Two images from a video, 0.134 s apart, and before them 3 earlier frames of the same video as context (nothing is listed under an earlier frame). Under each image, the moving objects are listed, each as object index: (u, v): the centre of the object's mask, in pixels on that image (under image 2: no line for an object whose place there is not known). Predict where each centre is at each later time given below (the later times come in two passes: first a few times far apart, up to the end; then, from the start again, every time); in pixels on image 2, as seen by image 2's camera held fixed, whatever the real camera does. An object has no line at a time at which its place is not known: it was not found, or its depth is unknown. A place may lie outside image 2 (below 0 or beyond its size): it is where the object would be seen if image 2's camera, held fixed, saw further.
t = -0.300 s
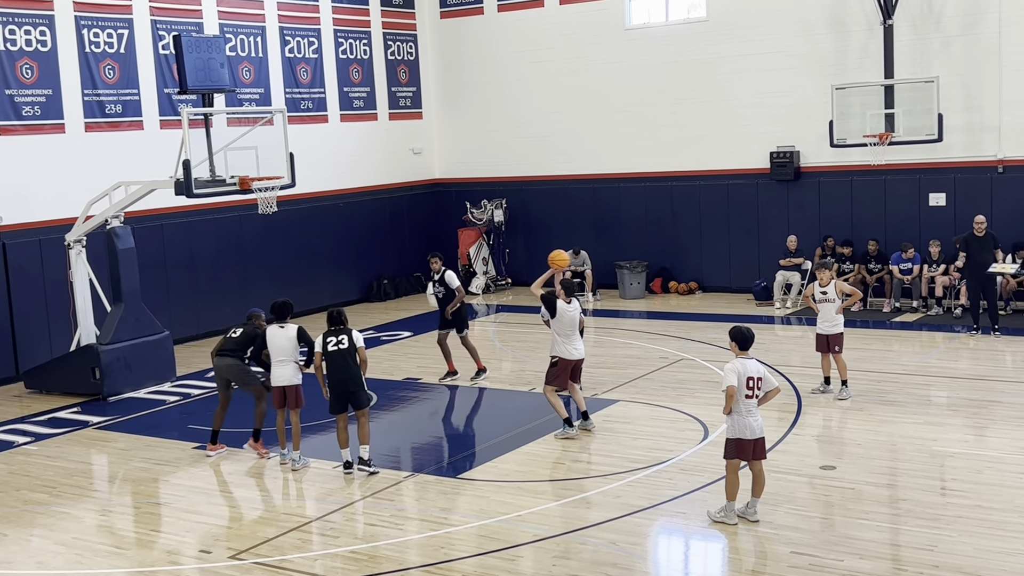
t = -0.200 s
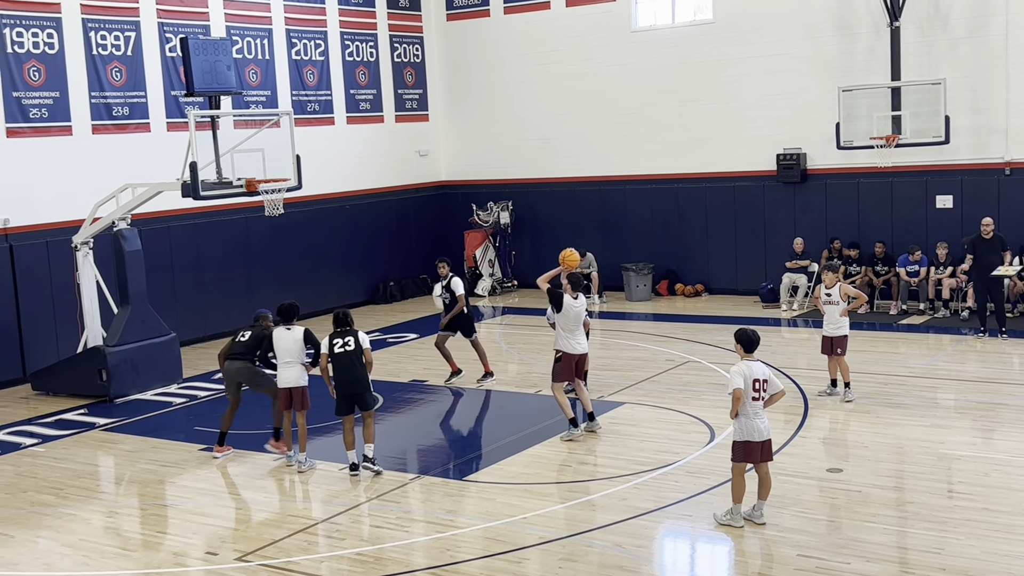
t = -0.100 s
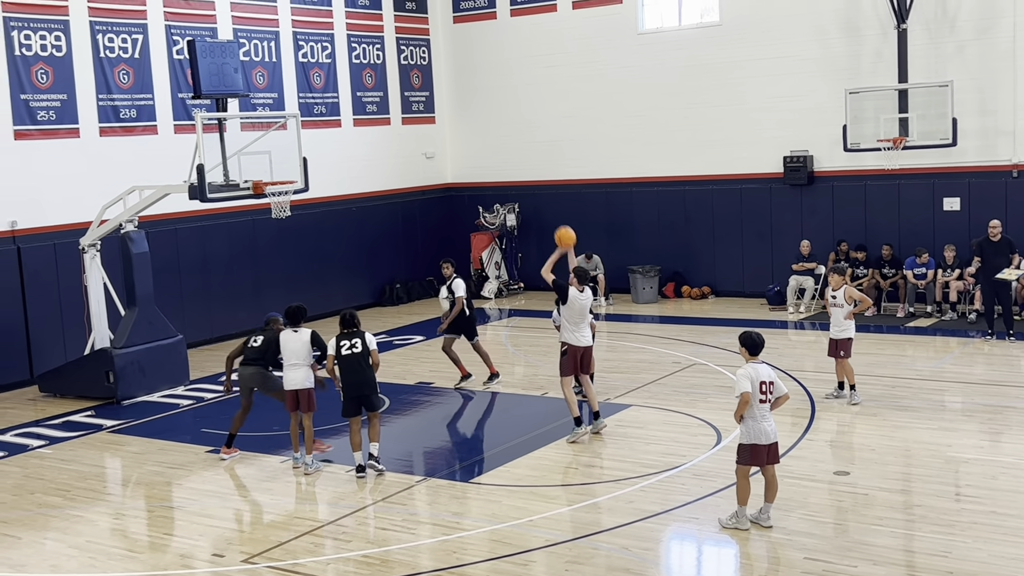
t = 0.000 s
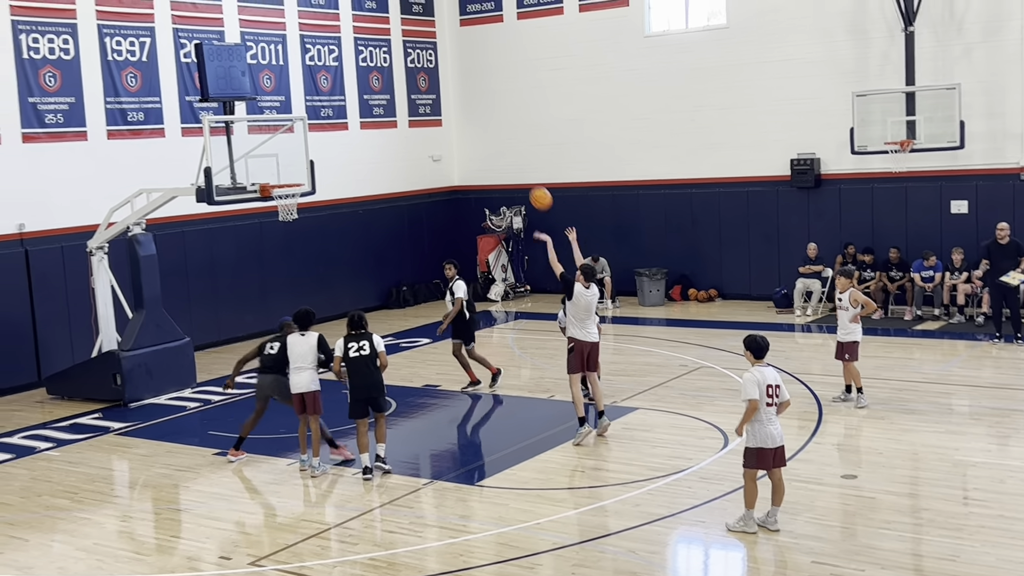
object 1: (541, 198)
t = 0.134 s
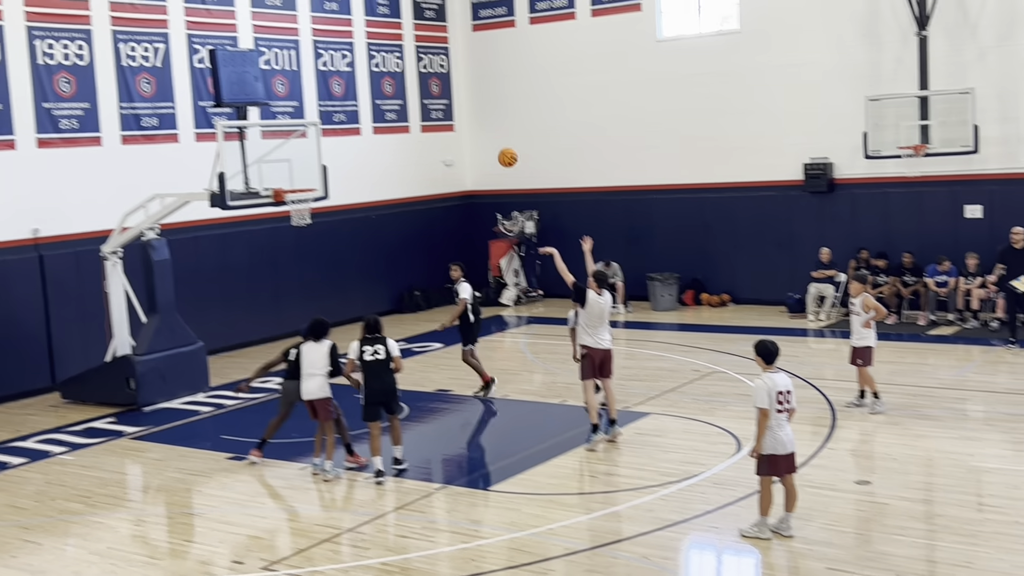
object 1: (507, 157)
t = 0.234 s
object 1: (476, 134)
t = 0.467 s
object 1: (407, 112)
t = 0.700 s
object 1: (347, 132)
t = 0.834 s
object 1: (316, 161)
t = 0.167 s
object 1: (497, 148)
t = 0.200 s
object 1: (486, 141)
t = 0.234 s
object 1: (476, 134)
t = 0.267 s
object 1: (466, 128)
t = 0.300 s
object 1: (455, 123)
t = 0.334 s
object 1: (446, 119)
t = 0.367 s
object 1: (436, 116)
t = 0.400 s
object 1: (427, 114)
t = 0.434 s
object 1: (417, 112)
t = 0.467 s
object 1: (407, 112)
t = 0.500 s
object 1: (399, 114)
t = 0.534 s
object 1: (390, 114)
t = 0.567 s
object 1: (381, 116)
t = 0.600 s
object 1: (373, 119)
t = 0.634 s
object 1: (363, 123)
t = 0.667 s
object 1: (355, 127)
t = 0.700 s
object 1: (347, 132)
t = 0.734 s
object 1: (339, 138)
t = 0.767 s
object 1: (331, 145)
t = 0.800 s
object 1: (323, 153)
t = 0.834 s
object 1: (316, 161)
